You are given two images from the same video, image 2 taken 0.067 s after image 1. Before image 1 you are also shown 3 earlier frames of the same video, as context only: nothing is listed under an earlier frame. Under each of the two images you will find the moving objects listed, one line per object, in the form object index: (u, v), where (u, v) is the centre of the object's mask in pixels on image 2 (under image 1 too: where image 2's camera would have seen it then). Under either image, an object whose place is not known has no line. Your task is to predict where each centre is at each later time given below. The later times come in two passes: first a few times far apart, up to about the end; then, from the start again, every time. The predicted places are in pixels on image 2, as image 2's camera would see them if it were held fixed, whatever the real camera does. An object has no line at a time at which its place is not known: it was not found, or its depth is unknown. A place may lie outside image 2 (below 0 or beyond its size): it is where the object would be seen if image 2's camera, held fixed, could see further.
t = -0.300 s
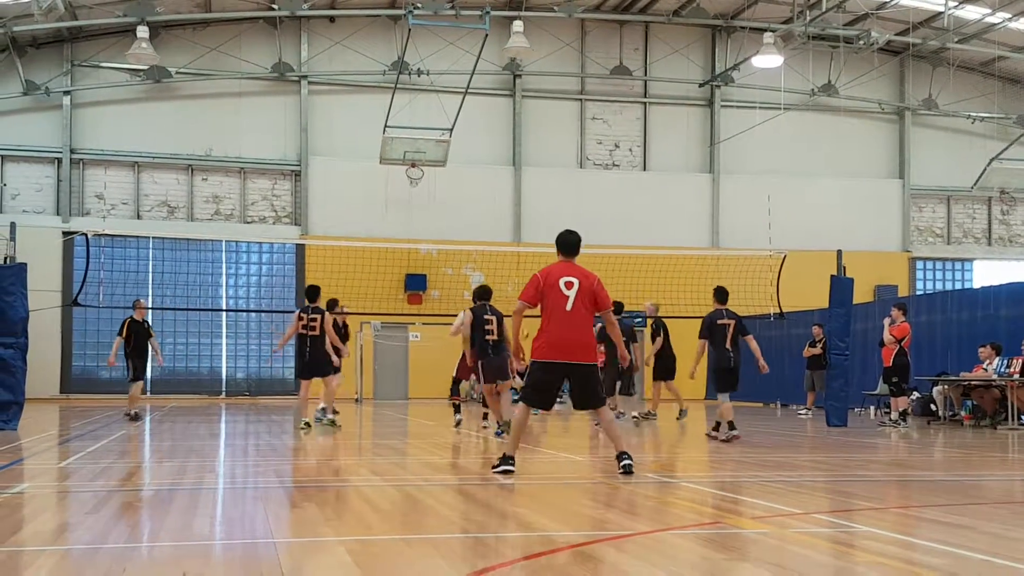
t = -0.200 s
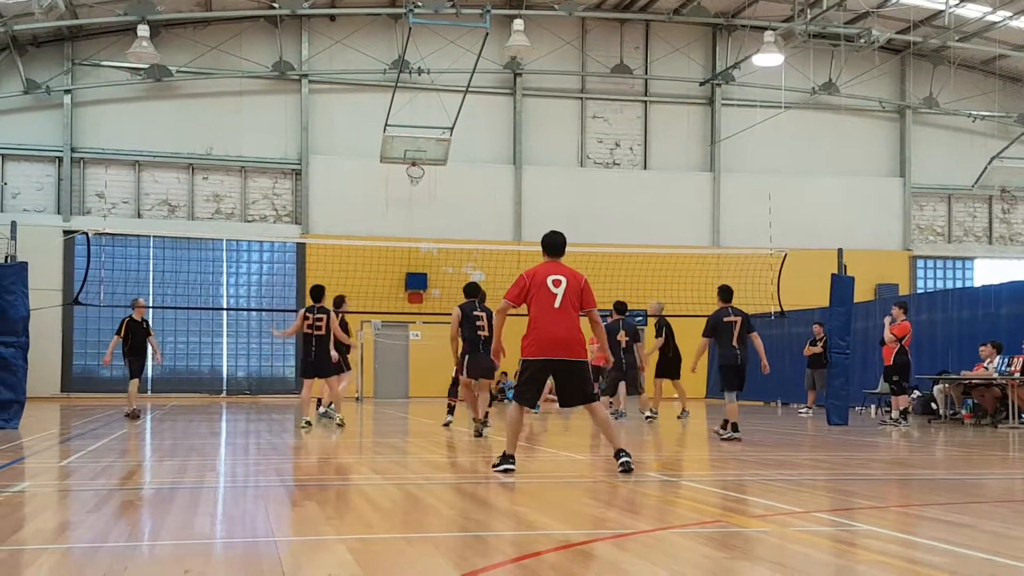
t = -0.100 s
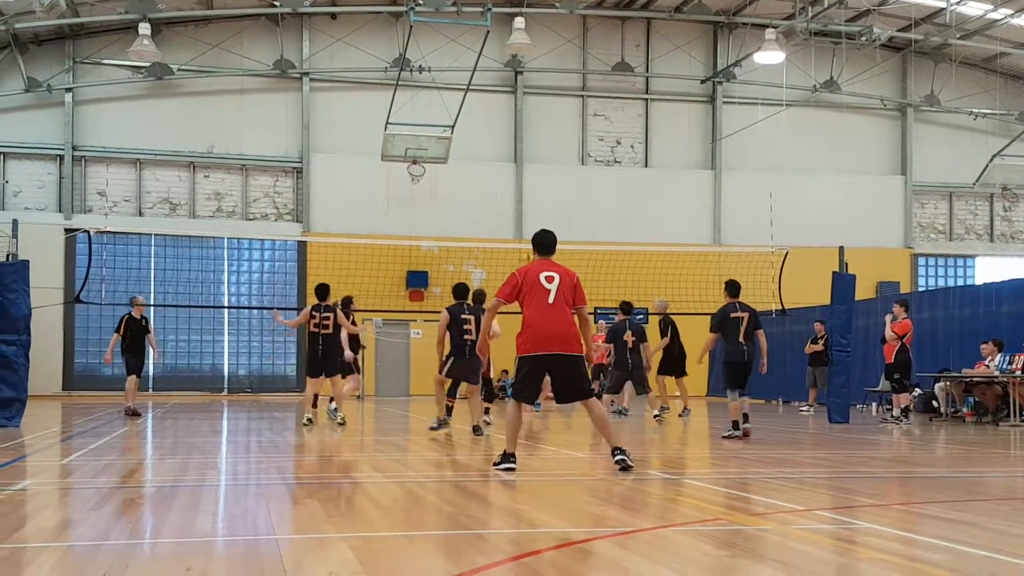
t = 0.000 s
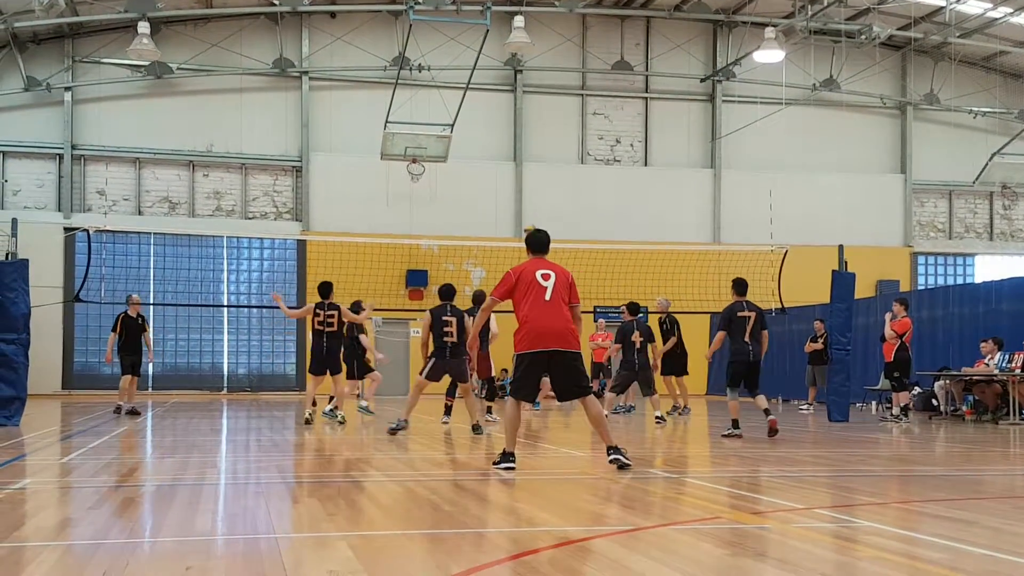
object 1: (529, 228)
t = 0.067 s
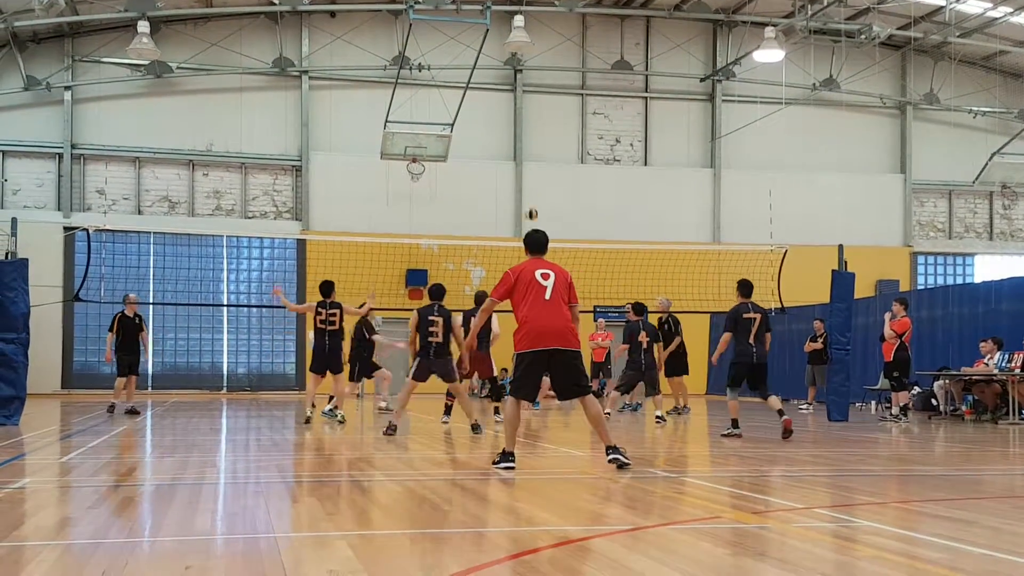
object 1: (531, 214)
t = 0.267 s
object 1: (536, 180)
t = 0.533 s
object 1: (542, 170)
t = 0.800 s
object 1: (549, 205)
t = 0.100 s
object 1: (532, 207)
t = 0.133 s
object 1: (533, 200)
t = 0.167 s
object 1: (533, 195)
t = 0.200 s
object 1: (534, 189)
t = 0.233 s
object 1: (535, 184)
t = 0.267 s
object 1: (536, 180)
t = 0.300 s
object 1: (537, 177)
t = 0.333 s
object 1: (538, 174)
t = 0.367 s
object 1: (538, 171)
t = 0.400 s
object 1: (539, 170)
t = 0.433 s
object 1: (540, 170)
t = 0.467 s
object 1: (541, 169)
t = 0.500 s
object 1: (542, 169)
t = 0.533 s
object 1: (542, 170)
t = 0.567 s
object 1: (543, 172)
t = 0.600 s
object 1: (544, 175)
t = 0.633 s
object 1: (545, 178)
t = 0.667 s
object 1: (546, 182)
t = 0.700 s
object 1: (546, 186)
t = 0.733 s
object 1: (547, 192)
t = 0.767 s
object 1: (548, 198)
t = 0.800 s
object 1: (549, 205)
